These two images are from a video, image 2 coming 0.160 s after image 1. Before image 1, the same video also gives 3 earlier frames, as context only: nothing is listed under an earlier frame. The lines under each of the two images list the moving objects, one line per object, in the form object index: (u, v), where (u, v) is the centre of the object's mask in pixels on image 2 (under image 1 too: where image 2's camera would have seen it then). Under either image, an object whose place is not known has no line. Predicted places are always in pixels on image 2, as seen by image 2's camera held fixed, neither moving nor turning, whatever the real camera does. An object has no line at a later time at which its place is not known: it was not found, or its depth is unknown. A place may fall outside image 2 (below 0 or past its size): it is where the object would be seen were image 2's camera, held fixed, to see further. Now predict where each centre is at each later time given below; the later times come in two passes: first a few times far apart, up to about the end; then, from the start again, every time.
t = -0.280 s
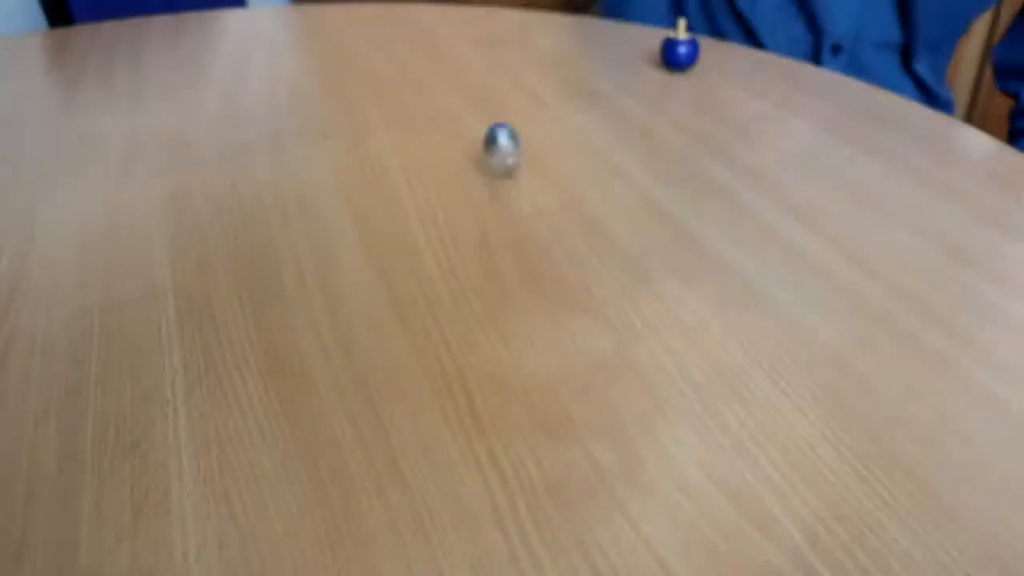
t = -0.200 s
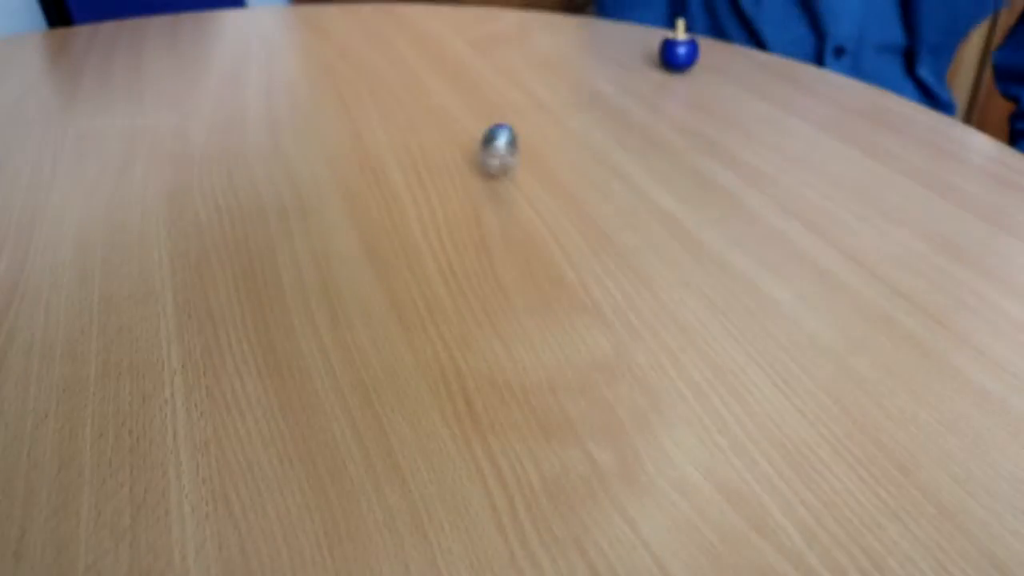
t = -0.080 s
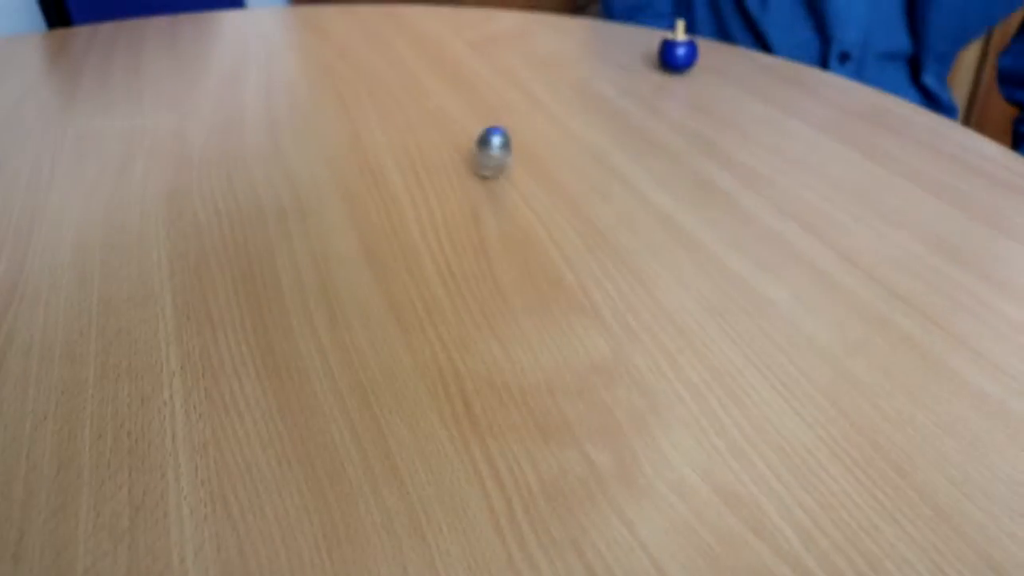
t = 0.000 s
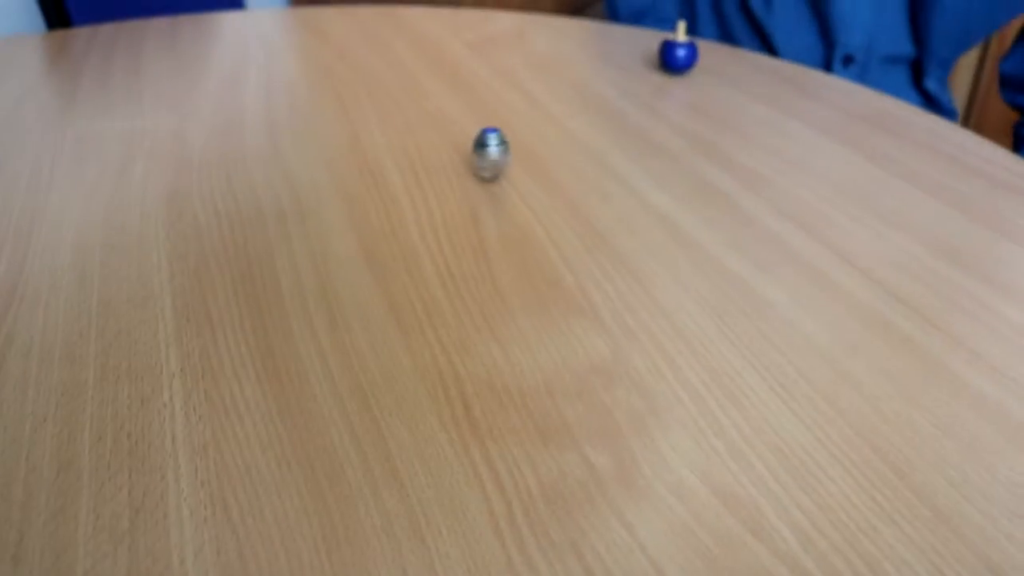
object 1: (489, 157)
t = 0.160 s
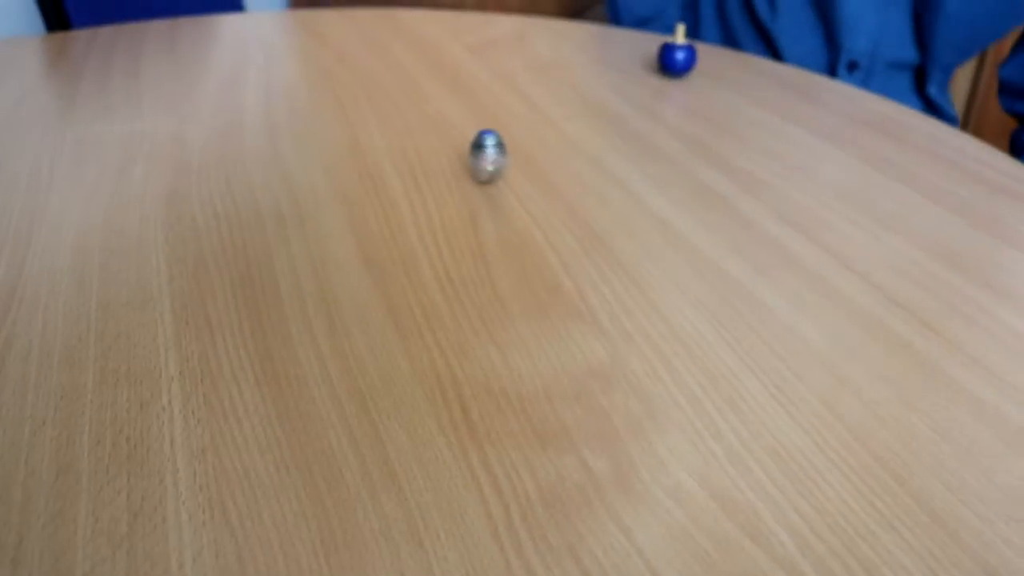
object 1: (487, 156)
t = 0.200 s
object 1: (487, 155)
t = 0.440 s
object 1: (487, 152)
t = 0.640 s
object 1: (492, 148)
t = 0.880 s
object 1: (502, 146)
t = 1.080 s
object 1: (512, 147)
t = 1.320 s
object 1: (521, 151)
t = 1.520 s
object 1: (520, 155)
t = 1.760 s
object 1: (510, 160)
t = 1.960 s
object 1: (497, 164)
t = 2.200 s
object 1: (480, 166)
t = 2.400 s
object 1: (464, 167)
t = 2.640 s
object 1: (445, 166)
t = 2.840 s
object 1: (432, 162)
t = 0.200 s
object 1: (487, 155)
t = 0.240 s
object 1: (486, 154)
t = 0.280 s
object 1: (486, 154)
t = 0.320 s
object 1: (486, 153)
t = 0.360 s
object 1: (485, 153)
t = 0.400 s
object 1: (486, 152)
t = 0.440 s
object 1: (487, 152)
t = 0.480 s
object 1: (487, 151)
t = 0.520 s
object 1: (488, 150)
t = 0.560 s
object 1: (489, 149)
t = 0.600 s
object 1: (489, 149)
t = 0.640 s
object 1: (492, 148)
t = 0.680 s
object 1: (493, 147)
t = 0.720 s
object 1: (495, 147)
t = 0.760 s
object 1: (497, 147)
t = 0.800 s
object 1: (499, 146)
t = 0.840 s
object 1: (501, 146)
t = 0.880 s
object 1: (502, 146)
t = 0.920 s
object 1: (504, 146)
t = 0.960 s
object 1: (506, 146)
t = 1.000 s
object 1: (508, 147)
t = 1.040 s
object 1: (510, 146)
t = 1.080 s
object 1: (512, 147)
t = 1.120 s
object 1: (514, 148)
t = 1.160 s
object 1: (515, 148)
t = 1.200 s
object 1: (517, 149)
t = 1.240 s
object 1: (519, 149)
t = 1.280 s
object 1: (520, 151)
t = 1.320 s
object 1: (521, 151)
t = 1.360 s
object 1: (521, 152)
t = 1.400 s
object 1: (521, 153)
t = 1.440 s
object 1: (521, 154)
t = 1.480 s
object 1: (521, 154)
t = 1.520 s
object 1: (520, 155)
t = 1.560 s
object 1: (519, 157)
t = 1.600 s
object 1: (518, 157)
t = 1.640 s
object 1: (516, 158)
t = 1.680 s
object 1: (514, 159)
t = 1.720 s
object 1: (513, 159)
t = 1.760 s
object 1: (510, 160)
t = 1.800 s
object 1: (508, 161)
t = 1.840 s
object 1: (506, 161)
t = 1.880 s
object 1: (503, 161)
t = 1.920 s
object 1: (500, 162)
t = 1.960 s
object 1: (497, 164)
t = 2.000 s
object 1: (494, 164)
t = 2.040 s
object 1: (493, 164)
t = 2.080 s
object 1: (490, 165)
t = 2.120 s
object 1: (486, 165)
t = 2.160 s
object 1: (483, 166)
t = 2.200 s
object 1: (480, 166)
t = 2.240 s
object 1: (477, 167)
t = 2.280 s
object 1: (475, 167)
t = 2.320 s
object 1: (470, 166)
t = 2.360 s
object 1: (468, 166)
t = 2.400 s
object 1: (464, 167)
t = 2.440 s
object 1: (461, 167)
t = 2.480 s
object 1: (459, 167)
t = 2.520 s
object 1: (455, 167)
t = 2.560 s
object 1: (452, 167)
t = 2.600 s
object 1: (447, 167)
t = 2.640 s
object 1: (445, 166)
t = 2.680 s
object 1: (443, 166)
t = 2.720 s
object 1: (441, 165)
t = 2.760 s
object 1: (438, 164)
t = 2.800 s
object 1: (434, 163)
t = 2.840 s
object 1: (432, 162)
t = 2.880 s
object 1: (430, 161)
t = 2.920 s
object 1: (429, 160)
